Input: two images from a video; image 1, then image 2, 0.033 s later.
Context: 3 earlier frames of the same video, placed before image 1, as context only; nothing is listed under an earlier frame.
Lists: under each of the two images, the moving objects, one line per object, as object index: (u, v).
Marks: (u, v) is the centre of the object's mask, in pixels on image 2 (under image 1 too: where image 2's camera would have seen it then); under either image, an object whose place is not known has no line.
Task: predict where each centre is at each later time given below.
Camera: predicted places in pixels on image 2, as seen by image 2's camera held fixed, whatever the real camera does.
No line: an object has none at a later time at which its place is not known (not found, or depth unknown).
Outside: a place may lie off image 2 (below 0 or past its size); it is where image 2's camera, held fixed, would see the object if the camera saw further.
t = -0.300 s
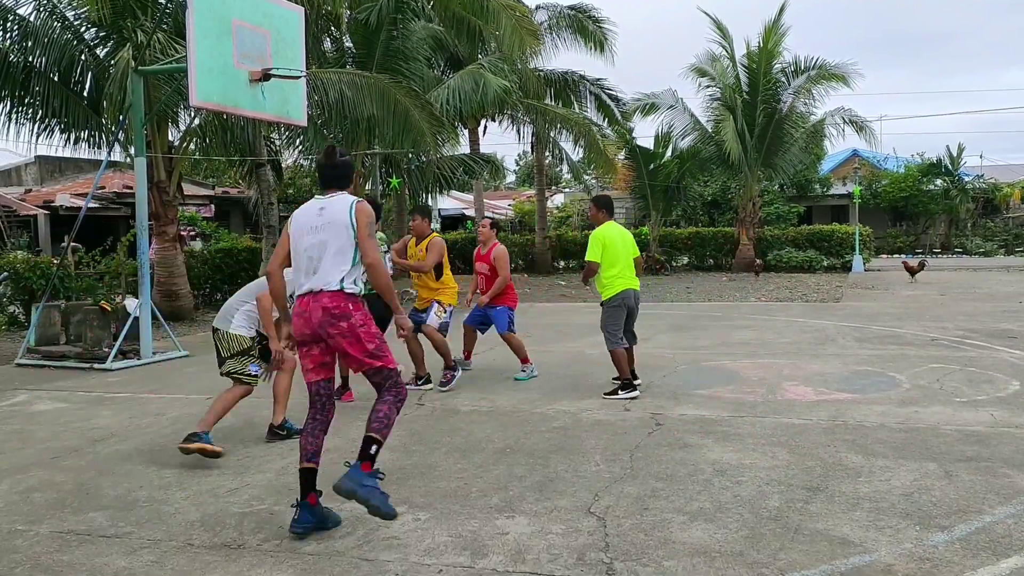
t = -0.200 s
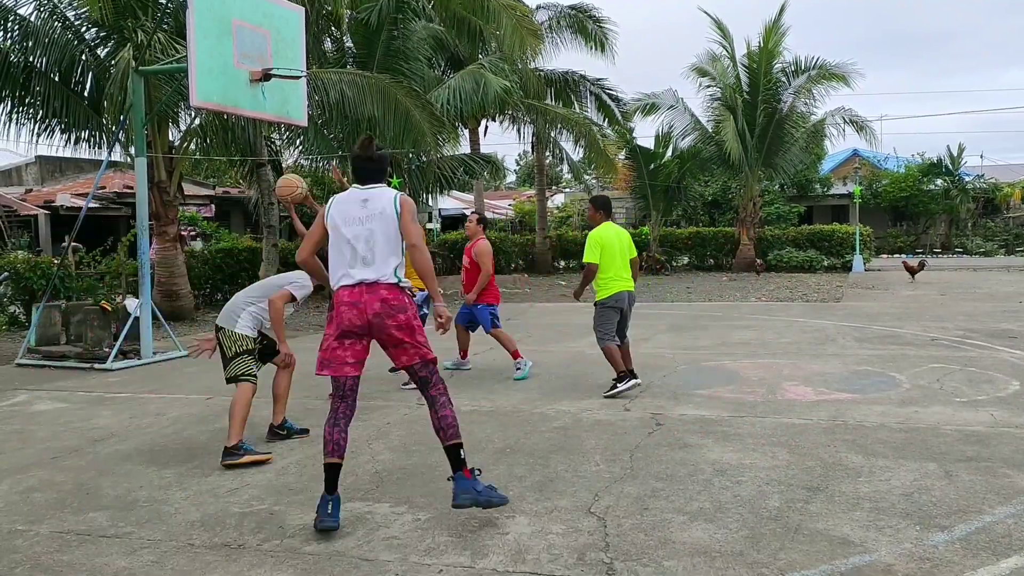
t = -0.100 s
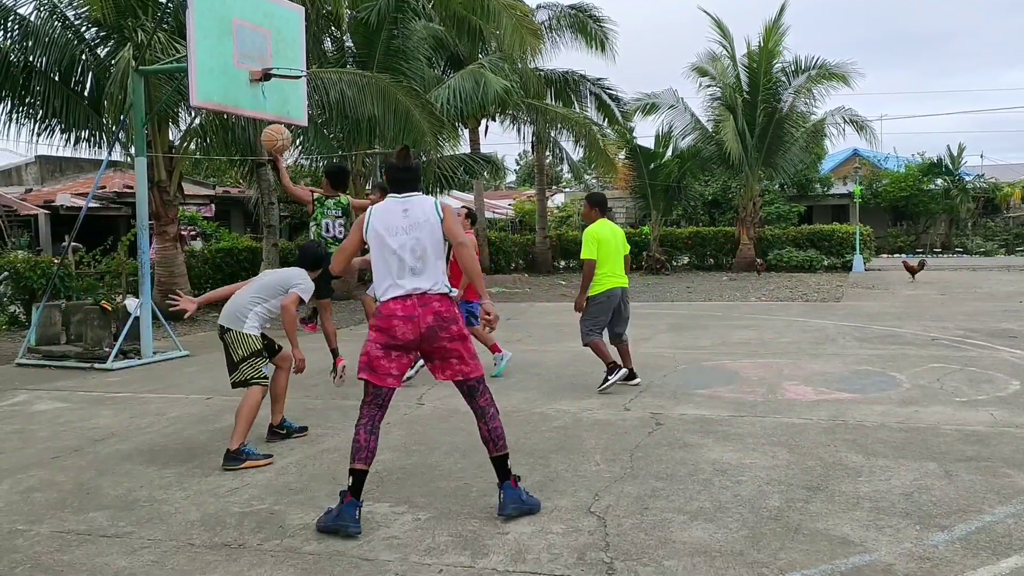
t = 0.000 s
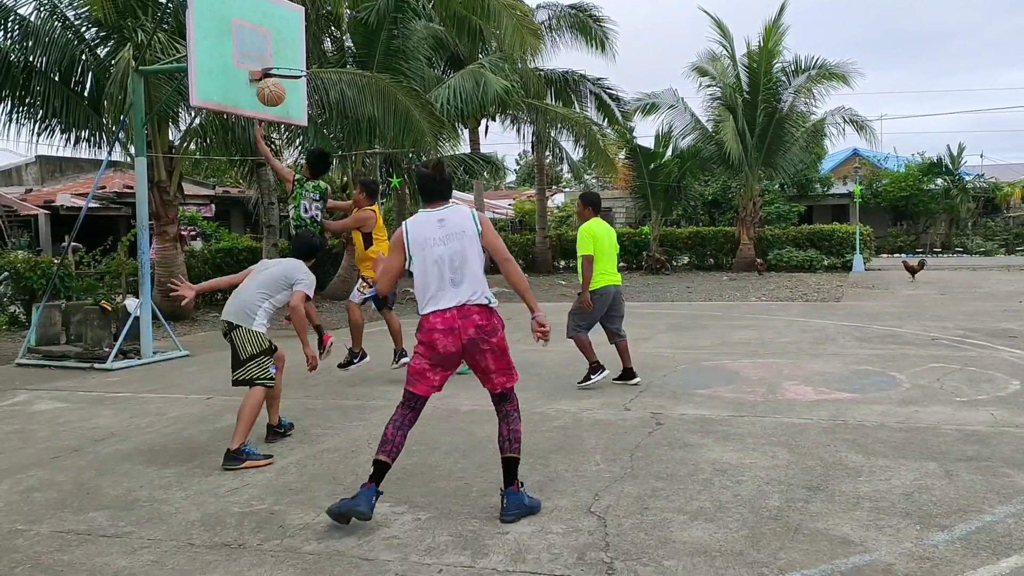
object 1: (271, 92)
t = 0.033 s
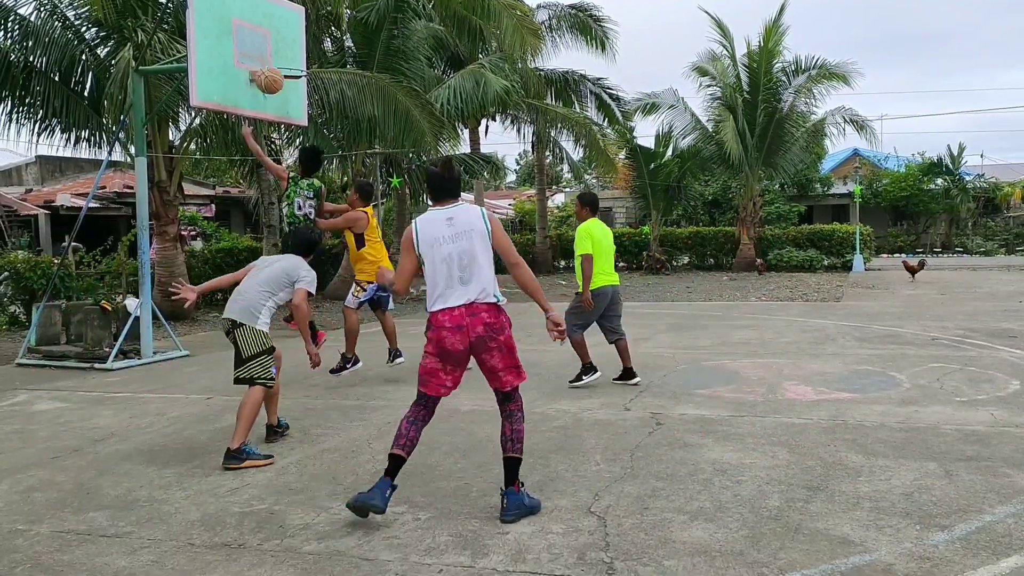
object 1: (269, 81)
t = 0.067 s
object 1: (268, 70)
